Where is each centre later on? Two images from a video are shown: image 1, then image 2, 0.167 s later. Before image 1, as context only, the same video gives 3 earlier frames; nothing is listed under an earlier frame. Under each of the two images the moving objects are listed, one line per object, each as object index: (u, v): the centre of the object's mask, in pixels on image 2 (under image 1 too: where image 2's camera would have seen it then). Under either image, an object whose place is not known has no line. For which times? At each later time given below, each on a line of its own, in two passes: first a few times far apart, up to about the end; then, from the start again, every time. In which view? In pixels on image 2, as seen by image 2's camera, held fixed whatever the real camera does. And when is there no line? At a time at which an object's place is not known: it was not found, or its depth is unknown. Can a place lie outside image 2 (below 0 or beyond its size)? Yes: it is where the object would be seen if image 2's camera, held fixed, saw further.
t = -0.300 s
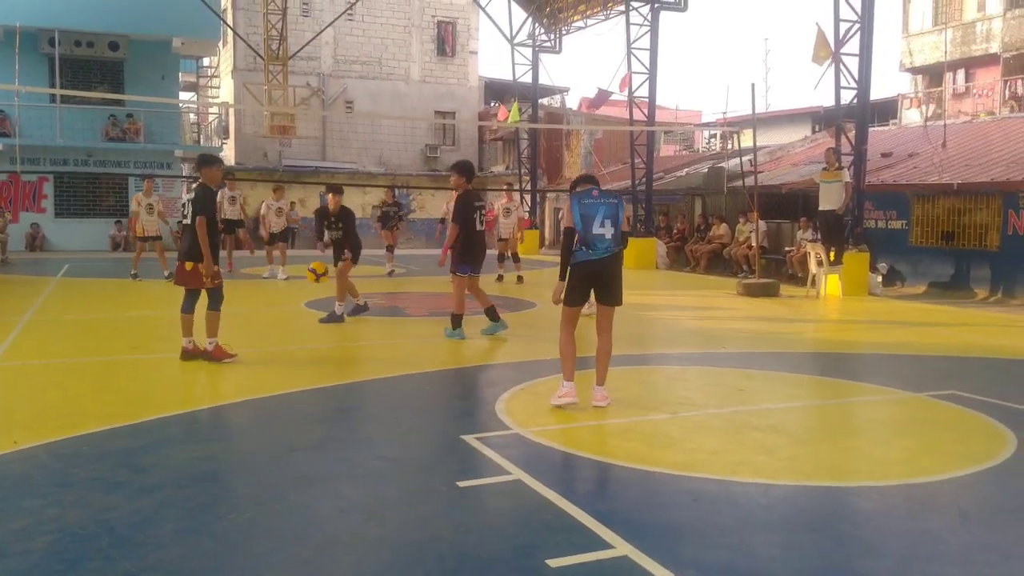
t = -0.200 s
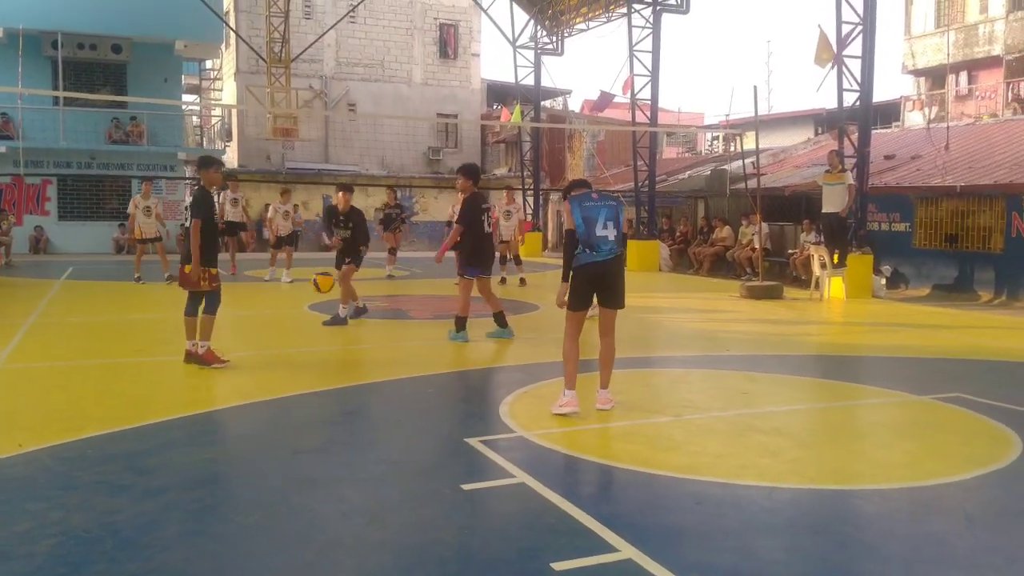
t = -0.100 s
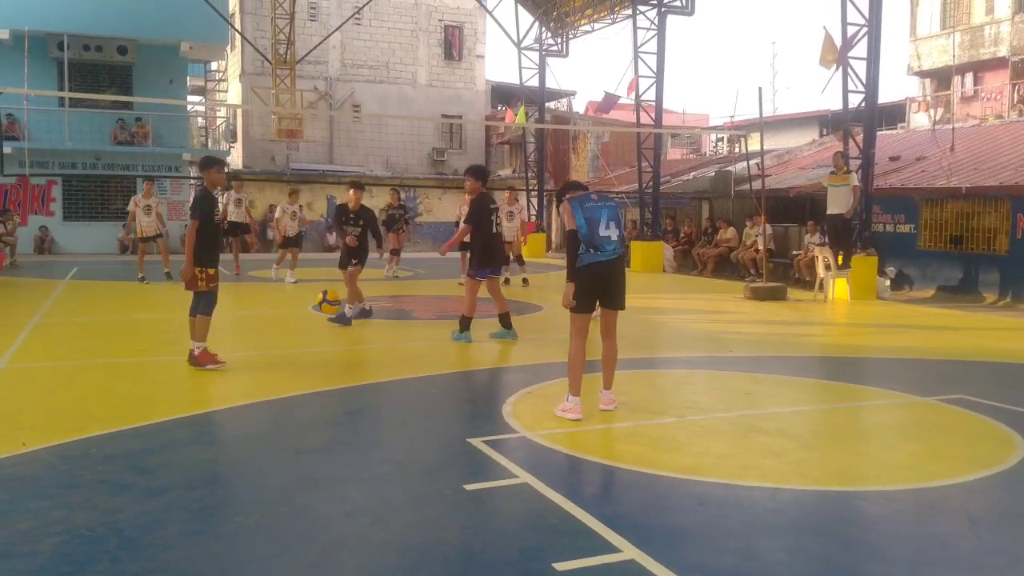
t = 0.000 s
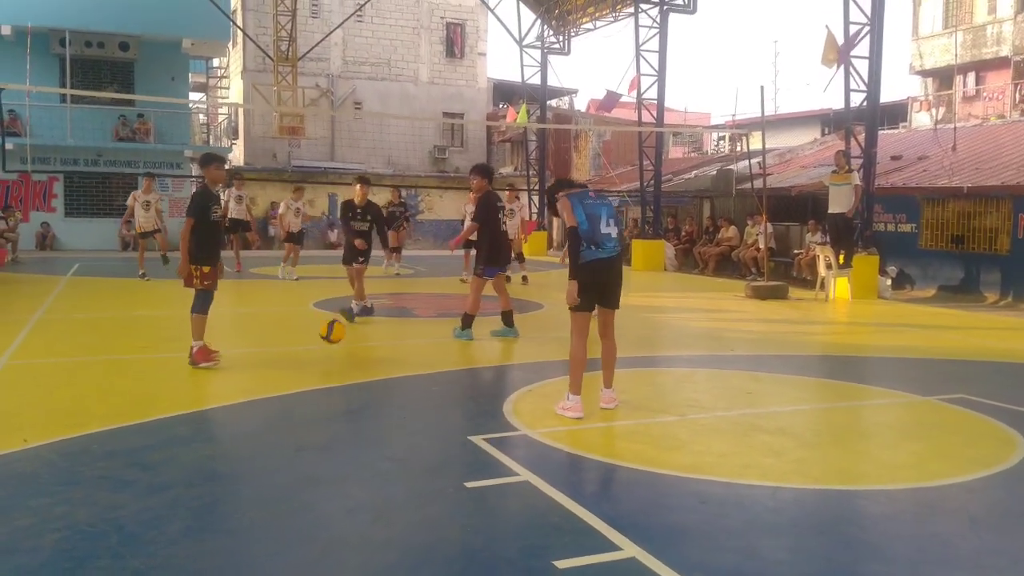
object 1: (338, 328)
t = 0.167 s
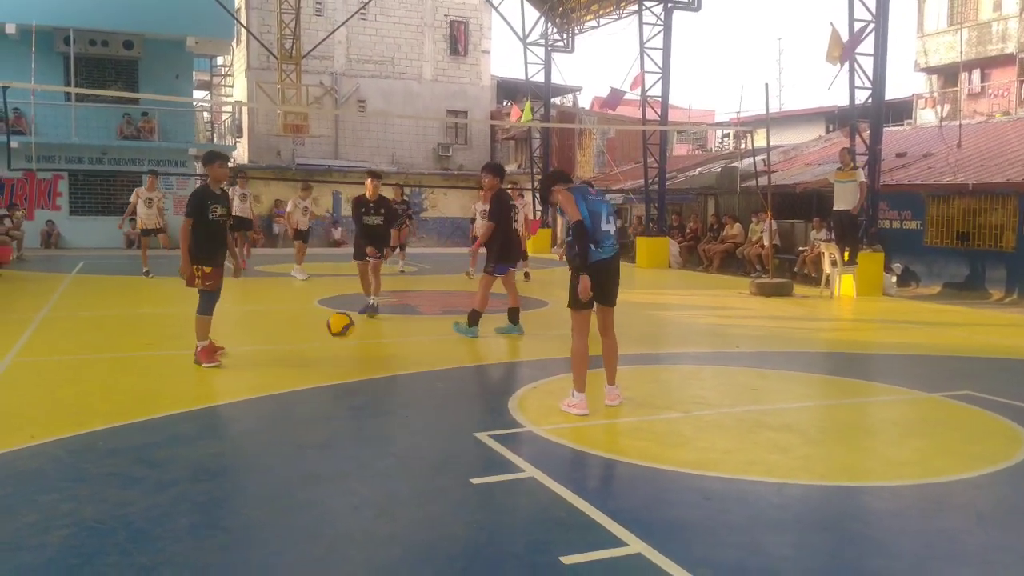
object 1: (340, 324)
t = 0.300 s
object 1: (344, 311)
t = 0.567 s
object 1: (351, 358)
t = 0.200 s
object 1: (341, 320)
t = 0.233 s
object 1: (342, 315)
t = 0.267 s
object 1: (343, 313)
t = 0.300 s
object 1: (344, 311)
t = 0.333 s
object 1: (346, 311)
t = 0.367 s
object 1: (346, 313)
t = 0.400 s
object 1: (346, 316)
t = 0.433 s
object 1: (348, 321)
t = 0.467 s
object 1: (349, 327)
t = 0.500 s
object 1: (349, 336)
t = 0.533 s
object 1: (351, 346)
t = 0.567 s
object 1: (351, 358)
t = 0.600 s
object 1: (351, 372)
